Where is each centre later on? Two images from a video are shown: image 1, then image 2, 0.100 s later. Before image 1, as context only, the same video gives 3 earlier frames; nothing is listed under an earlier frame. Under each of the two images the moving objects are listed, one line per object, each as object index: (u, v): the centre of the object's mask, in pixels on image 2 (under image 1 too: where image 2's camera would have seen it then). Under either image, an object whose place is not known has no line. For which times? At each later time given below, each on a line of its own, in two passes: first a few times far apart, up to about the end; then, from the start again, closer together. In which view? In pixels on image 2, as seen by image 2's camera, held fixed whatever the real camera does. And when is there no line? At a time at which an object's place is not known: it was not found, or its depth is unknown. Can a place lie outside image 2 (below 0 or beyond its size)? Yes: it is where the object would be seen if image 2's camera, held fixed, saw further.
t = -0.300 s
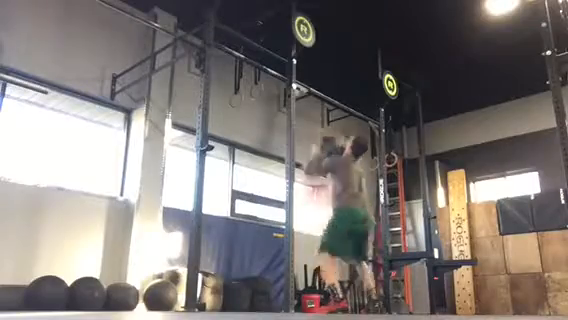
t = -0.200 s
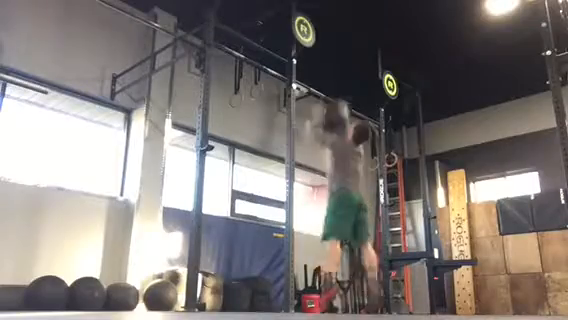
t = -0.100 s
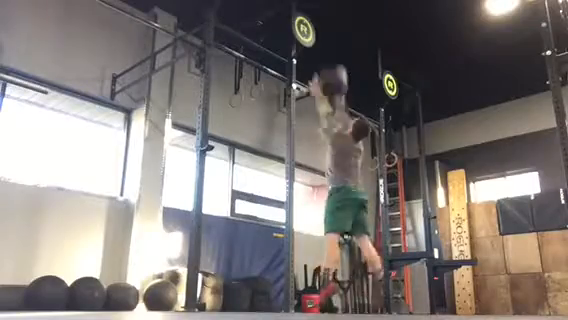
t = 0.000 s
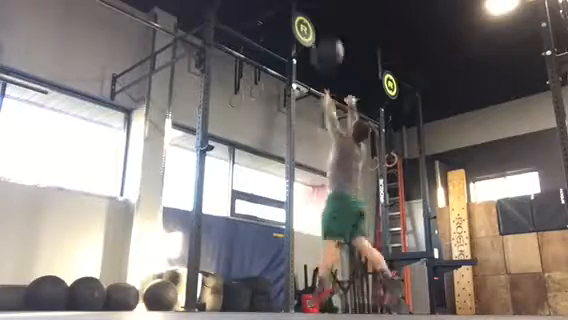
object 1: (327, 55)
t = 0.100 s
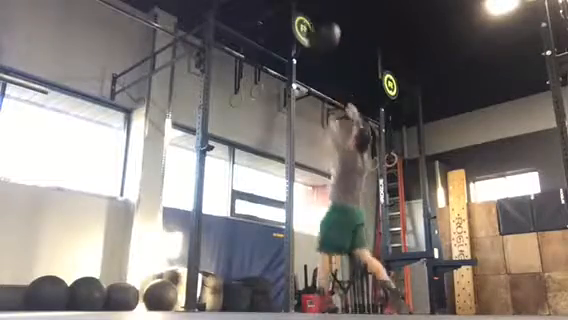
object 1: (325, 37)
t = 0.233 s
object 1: (315, 29)
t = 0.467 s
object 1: (318, 34)
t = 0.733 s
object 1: (327, 92)
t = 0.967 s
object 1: (335, 199)
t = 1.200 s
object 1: (352, 275)
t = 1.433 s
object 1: (367, 254)
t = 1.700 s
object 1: (392, 293)
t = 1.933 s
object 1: (397, 286)
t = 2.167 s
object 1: (404, 294)
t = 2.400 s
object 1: (409, 297)
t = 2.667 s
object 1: (411, 297)
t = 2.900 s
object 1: (412, 297)
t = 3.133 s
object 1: (411, 297)
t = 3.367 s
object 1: (410, 297)
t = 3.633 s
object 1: (410, 297)
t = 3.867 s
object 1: (410, 297)
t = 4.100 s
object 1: (410, 297)
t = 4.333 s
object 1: (410, 297)
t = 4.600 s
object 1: (410, 297)
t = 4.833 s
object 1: (410, 297)
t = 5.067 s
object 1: (410, 297)
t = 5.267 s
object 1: (408, 297)
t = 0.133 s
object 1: (324, 33)
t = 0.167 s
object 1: (319, 31)
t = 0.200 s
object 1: (318, 30)
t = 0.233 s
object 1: (315, 29)
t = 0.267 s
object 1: (317, 29)
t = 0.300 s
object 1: (314, 28)
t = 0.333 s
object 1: (314, 27)
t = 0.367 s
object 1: (315, 28)
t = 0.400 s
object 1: (315, 29)
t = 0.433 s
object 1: (316, 31)
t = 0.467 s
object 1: (318, 34)
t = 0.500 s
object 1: (319, 39)
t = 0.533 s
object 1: (320, 42)
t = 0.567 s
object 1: (322, 48)
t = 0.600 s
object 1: (323, 52)
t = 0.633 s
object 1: (323, 62)
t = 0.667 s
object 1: (325, 72)
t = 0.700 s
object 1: (327, 81)
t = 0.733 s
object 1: (327, 92)
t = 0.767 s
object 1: (332, 106)
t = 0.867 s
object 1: (333, 145)
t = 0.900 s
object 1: (335, 161)
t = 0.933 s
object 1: (335, 180)
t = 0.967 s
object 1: (335, 199)
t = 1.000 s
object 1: (338, 221)
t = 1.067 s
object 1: (344, 267)
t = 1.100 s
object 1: (345, 290)
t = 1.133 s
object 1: (346, 294)
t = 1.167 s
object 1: (352, 285)
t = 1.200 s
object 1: (352, 275)
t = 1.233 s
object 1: (353, 270)
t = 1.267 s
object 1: (356, 262)
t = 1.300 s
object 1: (360, 258)
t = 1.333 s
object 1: (363, 256)
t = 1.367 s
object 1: (363, 256)
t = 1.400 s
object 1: (365, 254)
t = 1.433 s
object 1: (367, 254)
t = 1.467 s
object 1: (369, 254)
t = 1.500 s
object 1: (371, 255)
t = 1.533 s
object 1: (377, 260)
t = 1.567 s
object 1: (381, 267)
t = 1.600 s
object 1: (383, 270)
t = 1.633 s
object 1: (385, 276)
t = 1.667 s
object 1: (385, 283)
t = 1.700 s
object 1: (392, 293)
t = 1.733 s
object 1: (395, 297)
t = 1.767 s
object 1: (395, 293)
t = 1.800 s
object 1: (396, 289)
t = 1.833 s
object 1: (396, 288)
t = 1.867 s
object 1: (396, 286)
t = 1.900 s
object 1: (397, 286)
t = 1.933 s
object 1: (397, 286)
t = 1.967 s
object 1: (398, 287)
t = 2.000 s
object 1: (399, 289)
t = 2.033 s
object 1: (400, 292)
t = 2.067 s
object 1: (402, 296)
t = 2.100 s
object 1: (402, 296)
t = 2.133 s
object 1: (404, 295)
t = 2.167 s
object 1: (404, 294)
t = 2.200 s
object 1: (405, 293)
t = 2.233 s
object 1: (405, 294)
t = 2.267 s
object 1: (406, 295)
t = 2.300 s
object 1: (407, 297)
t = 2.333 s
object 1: (408, 297)
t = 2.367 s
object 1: (409, 297)
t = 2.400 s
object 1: (409, 297)
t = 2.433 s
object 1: (410, 297)
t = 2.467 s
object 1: (410, 297)
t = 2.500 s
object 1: (410, 297)
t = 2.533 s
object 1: (410, 297)
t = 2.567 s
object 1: (410, 297)
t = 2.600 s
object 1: (411, 297)
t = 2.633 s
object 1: (411, 297)
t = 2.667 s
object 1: (411, 297)
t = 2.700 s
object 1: (412, 297)
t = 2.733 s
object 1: (412, 297)
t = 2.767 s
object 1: (412, 297)
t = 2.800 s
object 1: (411, 297)
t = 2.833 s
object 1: (411, 297)
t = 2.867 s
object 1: (411, 297)
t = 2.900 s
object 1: (412, 297)
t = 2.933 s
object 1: (411, 297)
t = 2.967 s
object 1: (411, 297)
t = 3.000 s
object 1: (411, 297)
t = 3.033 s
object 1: (411, 297)
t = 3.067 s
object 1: (411, 297)
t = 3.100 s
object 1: (411, 297)
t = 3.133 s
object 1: (411, 297)
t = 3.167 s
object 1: (411, 297)
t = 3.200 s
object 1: (410, 297)
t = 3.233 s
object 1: (410, 297)
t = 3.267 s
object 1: (410, 297)
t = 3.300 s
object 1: (410, 297)
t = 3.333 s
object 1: (410, 297)
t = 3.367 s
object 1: (410, 297)
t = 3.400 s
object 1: (410, 297)
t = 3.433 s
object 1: (410, 297)
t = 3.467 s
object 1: (410, 297)
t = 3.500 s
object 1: (410, 297)
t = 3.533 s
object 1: (410, 297)
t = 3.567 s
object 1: (410, 297)
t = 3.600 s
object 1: (410, 297)
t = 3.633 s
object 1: (410, 297)
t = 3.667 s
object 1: (410, 297)
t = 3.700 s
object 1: (410, 297)
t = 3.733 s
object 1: (410, 297)
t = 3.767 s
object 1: (410, 297)
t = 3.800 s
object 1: (410, 297)
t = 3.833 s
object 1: (410, 297)
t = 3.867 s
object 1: (410, 297)
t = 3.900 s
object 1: (410, 297)
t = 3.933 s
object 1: (410, 297)
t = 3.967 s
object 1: (410, 297)
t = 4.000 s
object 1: (410, 297)
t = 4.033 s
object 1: (410, 297)
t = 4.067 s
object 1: (410, 297)
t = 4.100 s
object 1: (410, 297)
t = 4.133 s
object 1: (410, 297)
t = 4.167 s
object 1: (410, 297)
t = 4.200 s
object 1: (410, 297)
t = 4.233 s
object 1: (410, 297)
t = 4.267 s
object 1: (410, 297)
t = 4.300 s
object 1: (410, 297)
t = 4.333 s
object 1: (410, 297)
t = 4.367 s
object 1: (410, 297)
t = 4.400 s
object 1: (410, 297)
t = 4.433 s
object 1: (410, 297)
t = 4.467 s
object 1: (410, 297)
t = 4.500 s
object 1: (410, 297)
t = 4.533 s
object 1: (410, 297)
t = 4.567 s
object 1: (410, 297)
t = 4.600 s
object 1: (410, 297)
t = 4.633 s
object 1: (410, 297)
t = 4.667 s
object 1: (410, 297)
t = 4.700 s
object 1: (410, 297)
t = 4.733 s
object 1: (410, 297)
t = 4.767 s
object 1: (410, 297)
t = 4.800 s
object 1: (410, 297)
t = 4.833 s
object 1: (410, 297)
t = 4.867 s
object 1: (410, 297)
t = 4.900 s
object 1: (410, 297)
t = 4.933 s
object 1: (410, 297)
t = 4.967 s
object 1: (410, 297)
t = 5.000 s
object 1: (410, 297)
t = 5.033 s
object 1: (410, 297)
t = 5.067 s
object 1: (410, 297)
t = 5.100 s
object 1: (410, 297)
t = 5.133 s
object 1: (409, 297)
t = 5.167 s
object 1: (409, 297)
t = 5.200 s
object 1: (409, 297)
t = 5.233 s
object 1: (408, 297)
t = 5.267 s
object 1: (408, 297)
